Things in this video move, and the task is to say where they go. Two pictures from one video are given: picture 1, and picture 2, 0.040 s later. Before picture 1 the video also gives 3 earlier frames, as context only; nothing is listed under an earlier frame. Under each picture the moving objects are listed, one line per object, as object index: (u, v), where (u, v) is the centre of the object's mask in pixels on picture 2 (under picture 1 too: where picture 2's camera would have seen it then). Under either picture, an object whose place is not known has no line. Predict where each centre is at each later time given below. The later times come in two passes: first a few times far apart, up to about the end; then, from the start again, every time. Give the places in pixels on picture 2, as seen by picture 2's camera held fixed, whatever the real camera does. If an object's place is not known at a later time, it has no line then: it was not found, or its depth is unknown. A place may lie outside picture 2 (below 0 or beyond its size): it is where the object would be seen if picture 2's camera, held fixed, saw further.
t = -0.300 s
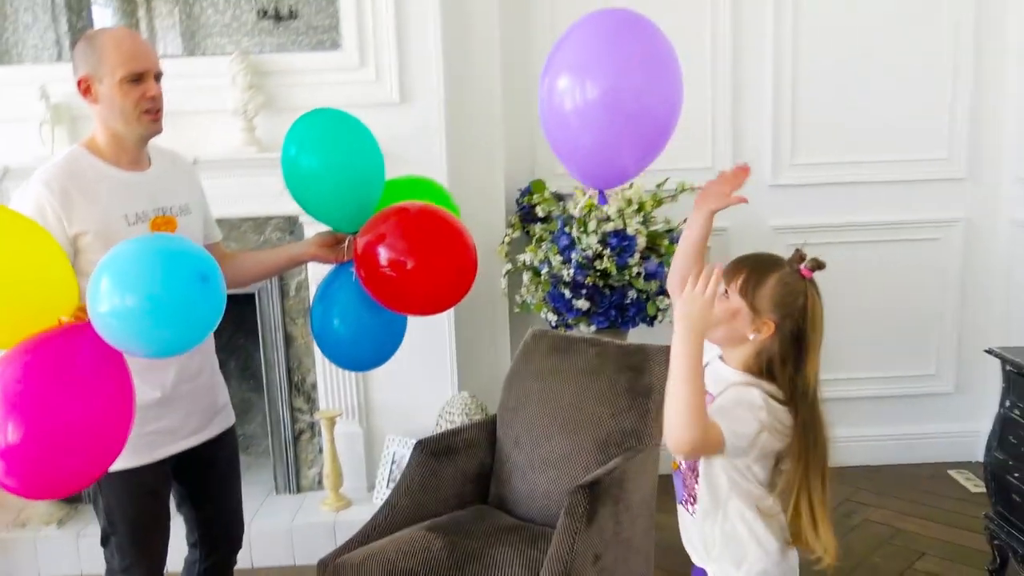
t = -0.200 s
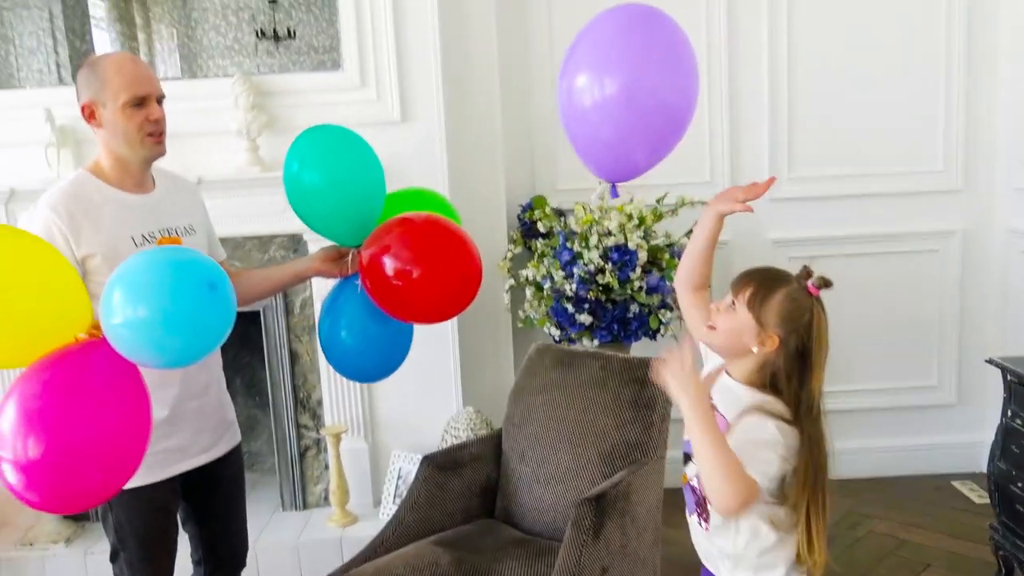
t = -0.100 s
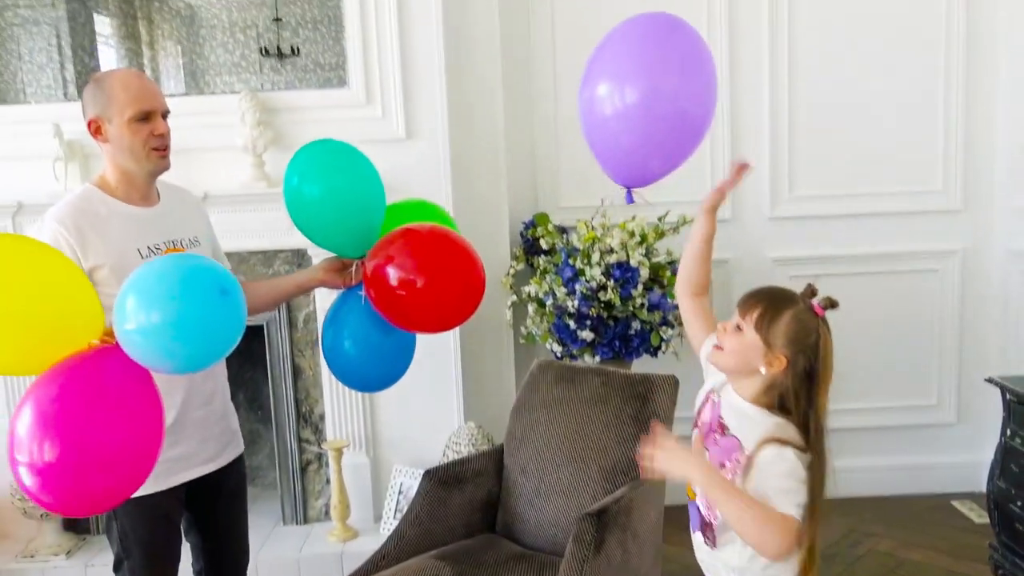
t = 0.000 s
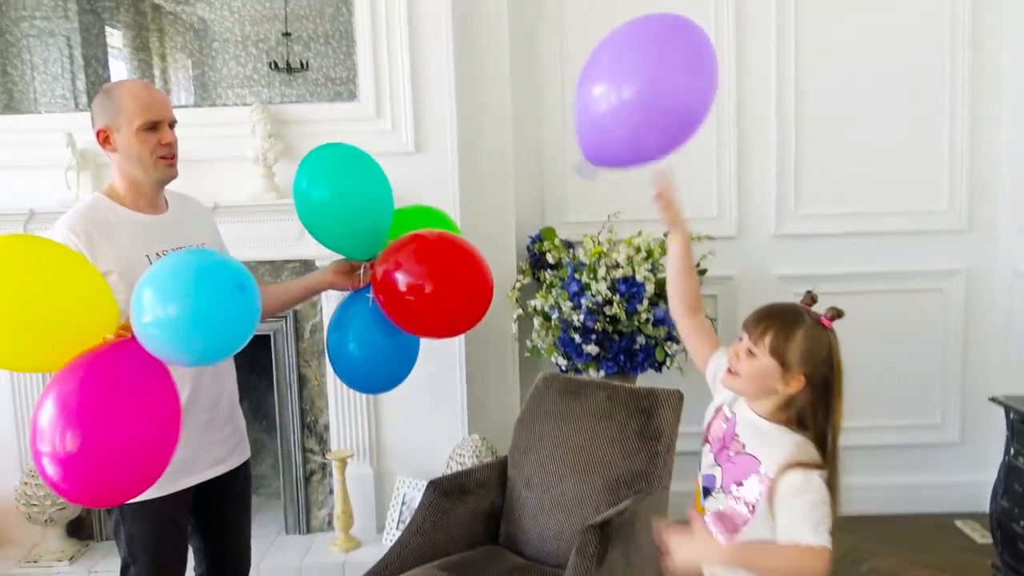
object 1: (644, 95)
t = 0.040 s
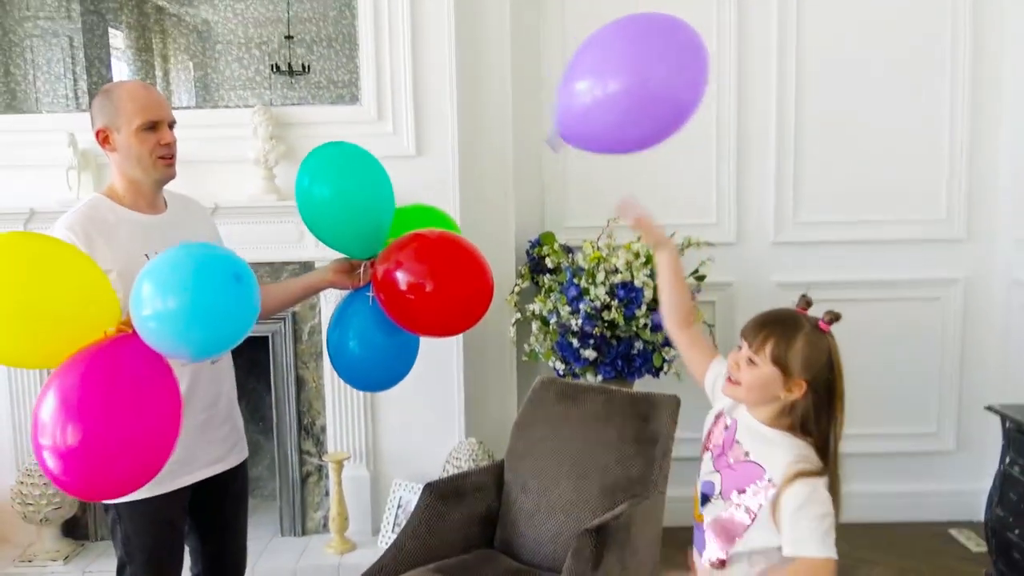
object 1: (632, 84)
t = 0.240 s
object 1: (559, 47)
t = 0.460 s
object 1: (495, 42)
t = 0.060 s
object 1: (624, 79)
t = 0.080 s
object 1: (616, 74)
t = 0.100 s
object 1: (606, 69)
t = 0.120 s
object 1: (599, 65)
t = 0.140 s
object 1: (592, 61)
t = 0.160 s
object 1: (586, 58)
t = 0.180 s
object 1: (579, 55)
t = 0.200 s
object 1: (572, 52)
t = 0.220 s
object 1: (565, 49)
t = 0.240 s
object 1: (559, 47)
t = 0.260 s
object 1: (552, 45)
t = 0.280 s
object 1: (546, 43)
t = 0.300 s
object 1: (540, 42)
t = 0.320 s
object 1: (533, 41)
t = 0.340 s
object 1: (527, 40)
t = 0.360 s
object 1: (521, 39)
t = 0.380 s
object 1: (516, 40)
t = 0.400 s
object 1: (510, 40)
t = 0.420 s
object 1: (505, 40)
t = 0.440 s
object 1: (500, 41)
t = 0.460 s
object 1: (495, 42)
